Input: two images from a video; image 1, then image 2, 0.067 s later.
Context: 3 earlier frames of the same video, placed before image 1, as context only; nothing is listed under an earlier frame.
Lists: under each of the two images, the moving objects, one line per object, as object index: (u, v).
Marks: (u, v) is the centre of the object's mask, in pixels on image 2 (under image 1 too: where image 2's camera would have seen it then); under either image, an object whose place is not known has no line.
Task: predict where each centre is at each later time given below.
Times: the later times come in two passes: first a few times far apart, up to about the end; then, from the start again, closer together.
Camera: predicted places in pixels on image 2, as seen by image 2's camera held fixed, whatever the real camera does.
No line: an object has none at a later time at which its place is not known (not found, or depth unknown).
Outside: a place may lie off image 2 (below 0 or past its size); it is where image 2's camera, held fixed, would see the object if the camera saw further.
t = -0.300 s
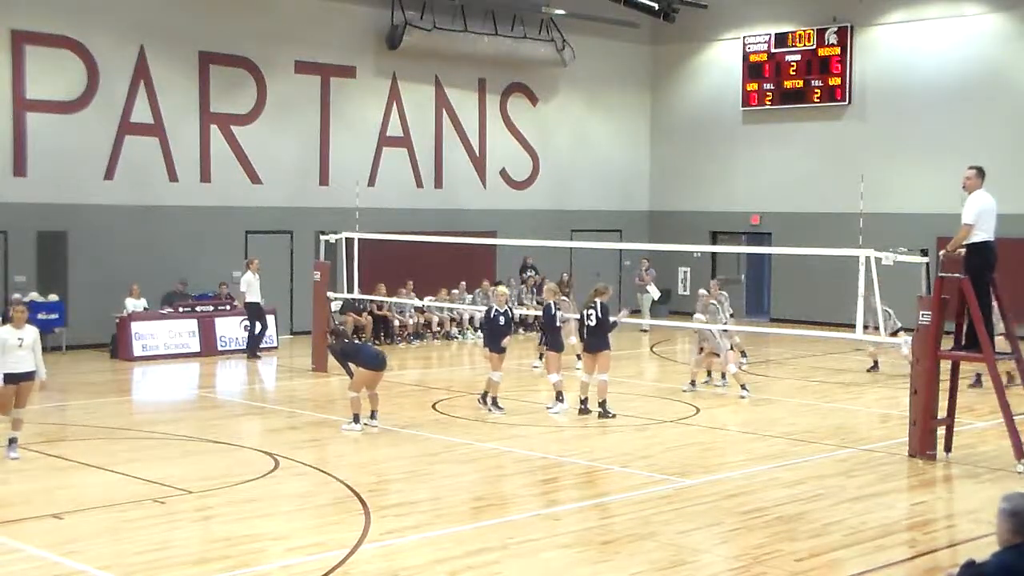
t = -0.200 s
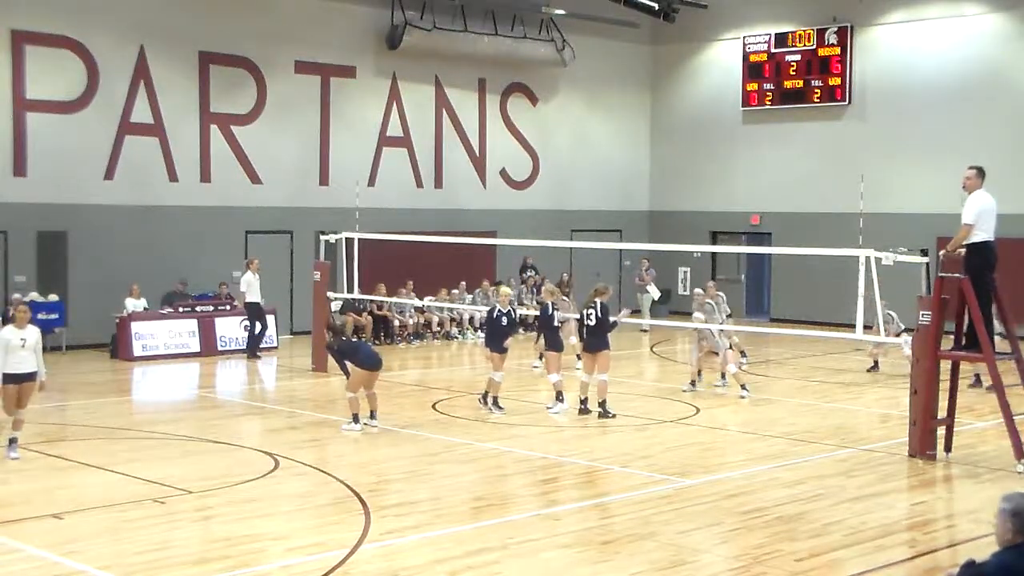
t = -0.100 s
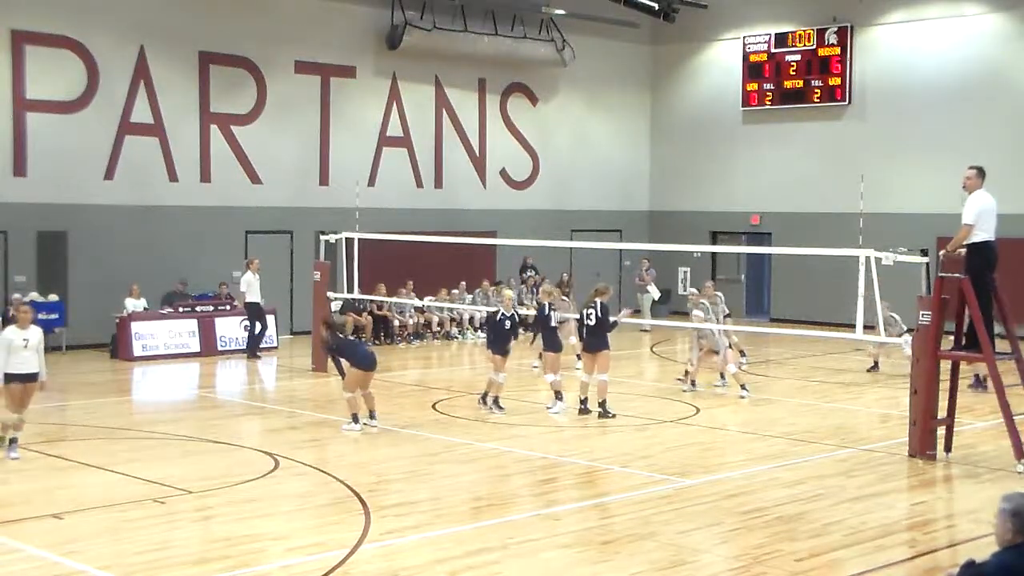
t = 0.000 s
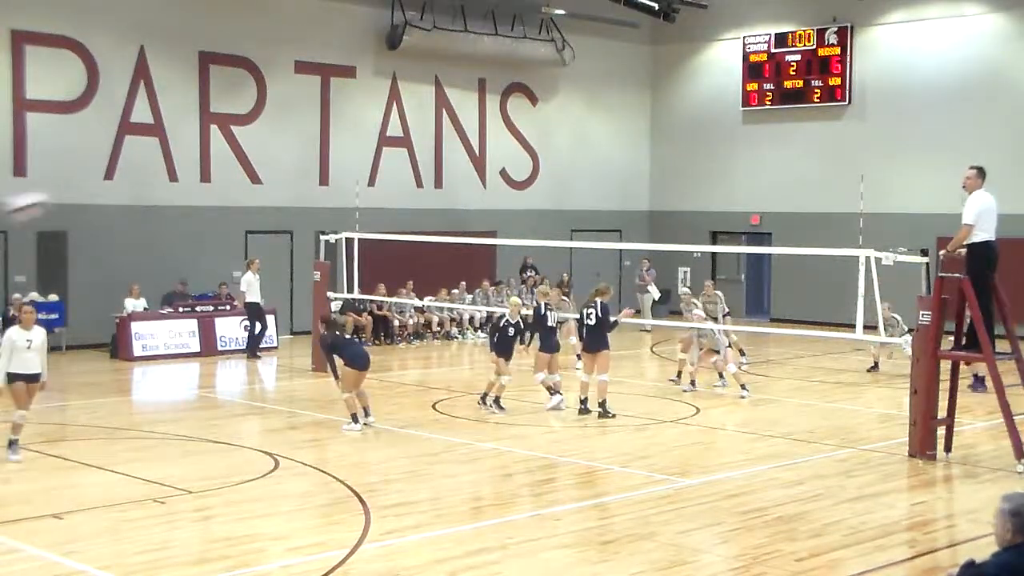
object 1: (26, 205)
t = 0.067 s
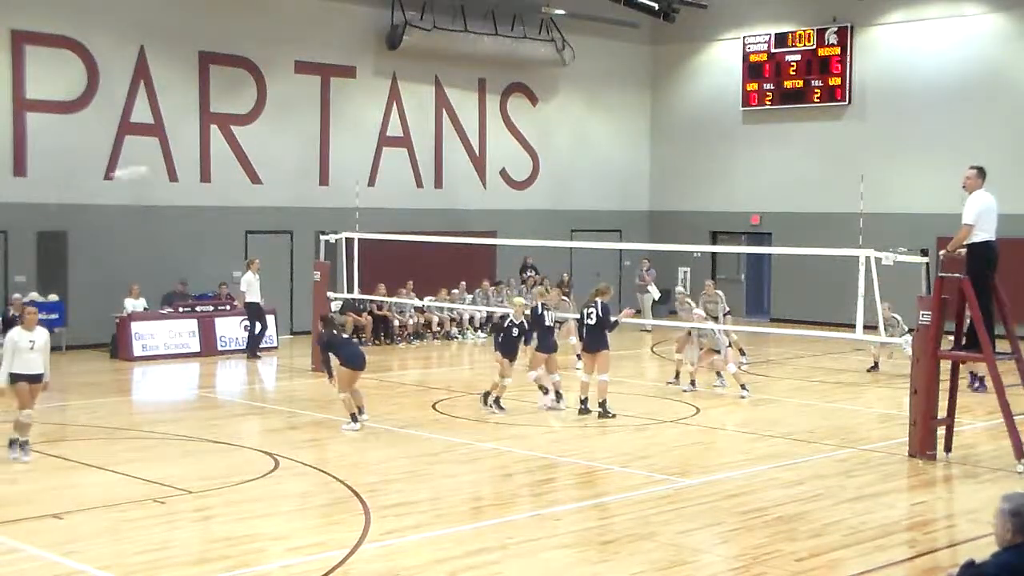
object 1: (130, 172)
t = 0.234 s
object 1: (350, 133)
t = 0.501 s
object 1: (630, 144)
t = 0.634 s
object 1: (738, 175)
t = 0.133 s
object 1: (236, 152)
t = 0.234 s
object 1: (350, 133)
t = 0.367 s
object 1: (505, 133)
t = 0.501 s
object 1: (630, 144)
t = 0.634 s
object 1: (738, 175)
